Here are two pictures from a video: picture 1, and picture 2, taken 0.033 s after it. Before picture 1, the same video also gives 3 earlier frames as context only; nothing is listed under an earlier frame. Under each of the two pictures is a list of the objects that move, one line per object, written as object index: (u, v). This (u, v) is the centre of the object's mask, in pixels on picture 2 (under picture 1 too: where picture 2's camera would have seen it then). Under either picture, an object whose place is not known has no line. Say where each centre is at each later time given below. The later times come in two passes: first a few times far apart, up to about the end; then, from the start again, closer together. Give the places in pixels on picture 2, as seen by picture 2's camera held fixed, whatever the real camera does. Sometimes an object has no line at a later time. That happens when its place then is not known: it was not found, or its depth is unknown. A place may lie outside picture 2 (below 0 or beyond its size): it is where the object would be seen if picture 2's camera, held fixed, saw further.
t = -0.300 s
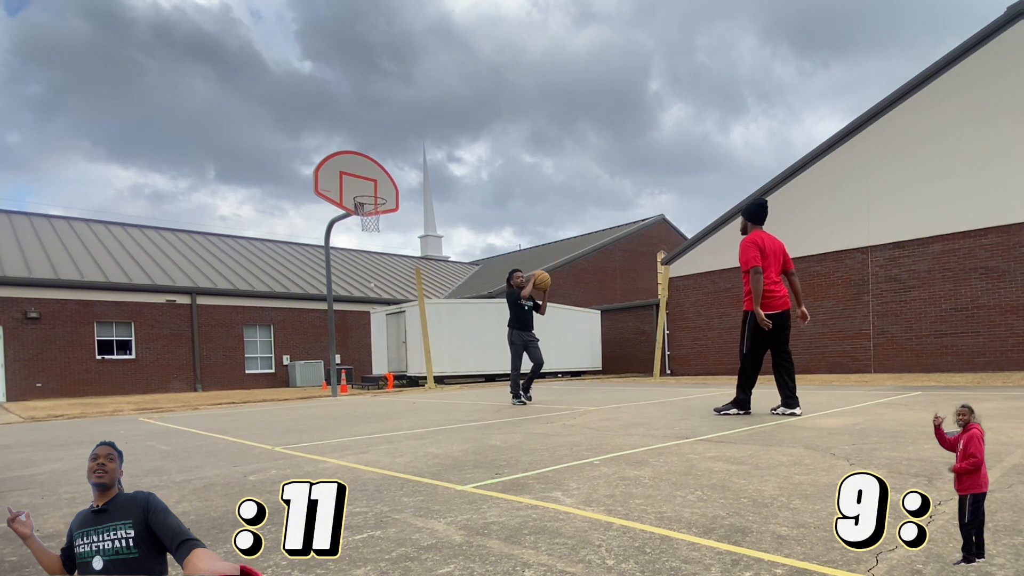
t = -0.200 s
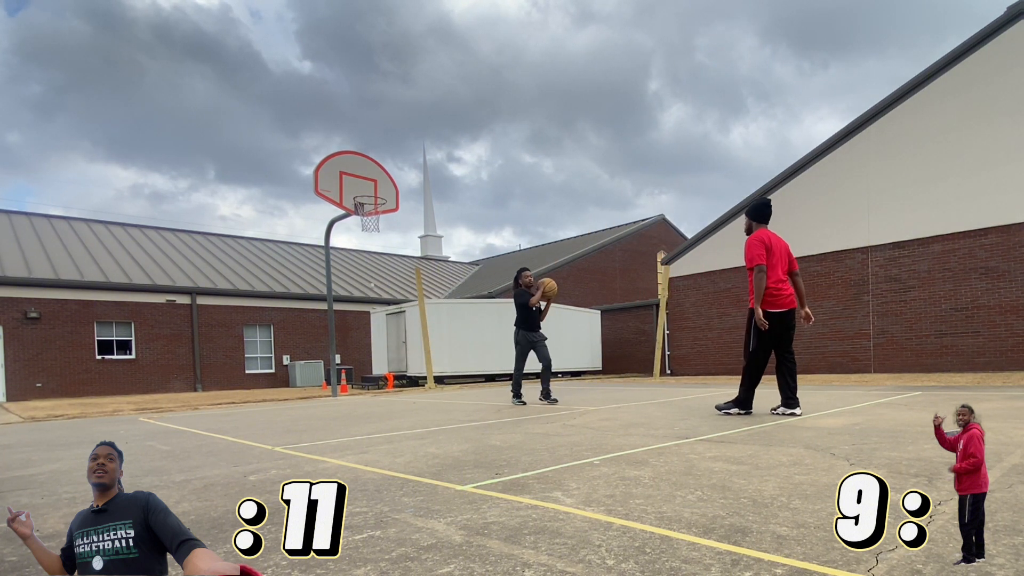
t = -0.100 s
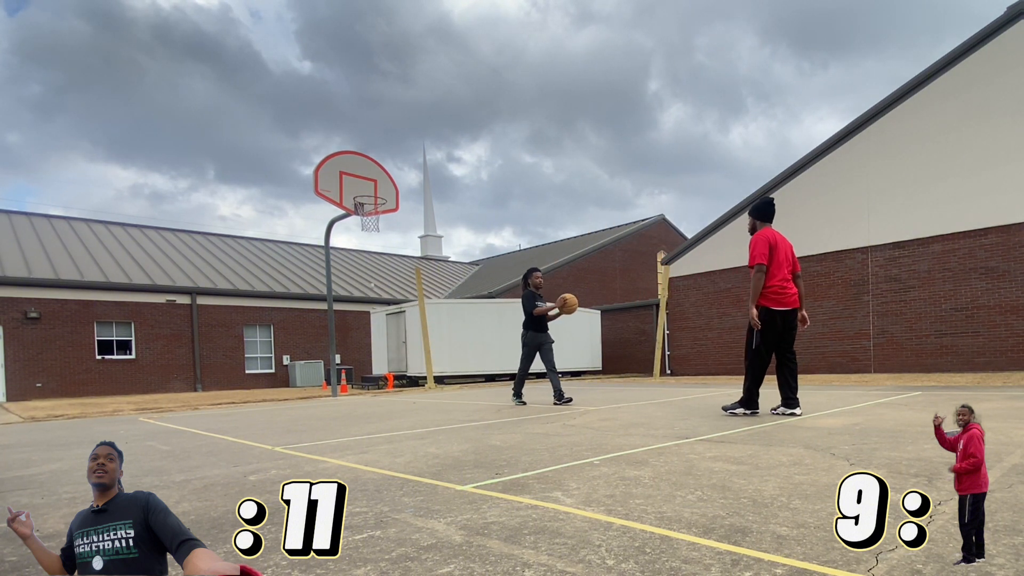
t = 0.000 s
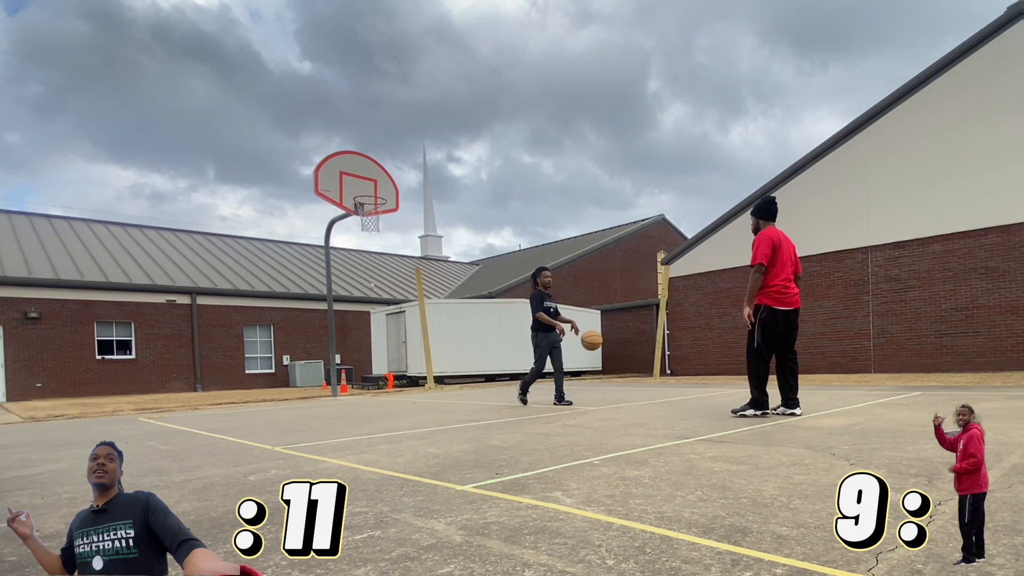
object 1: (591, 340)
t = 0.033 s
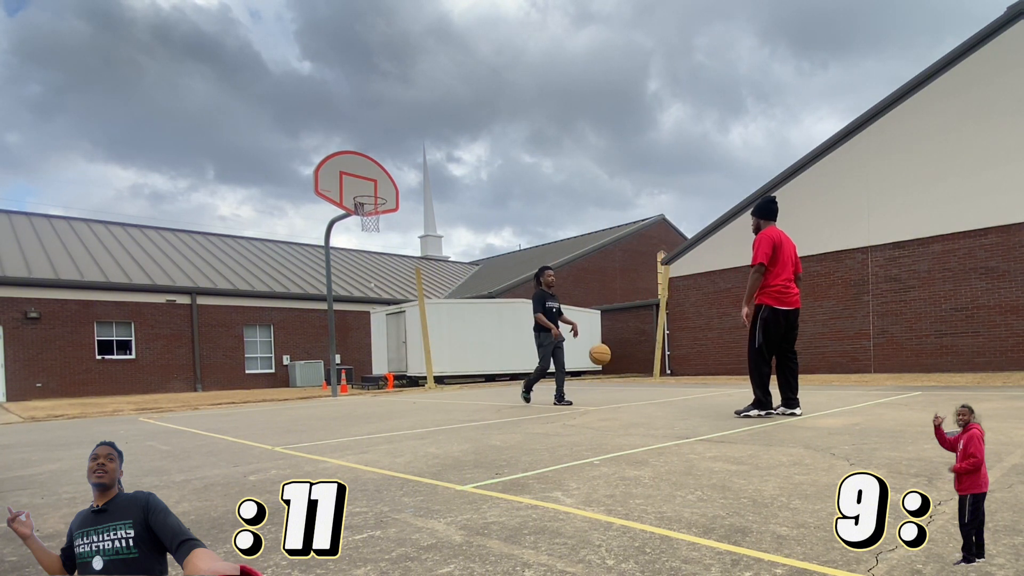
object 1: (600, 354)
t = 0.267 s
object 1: (645, 340)
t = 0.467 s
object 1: (683, 292)
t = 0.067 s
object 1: (608, 370)
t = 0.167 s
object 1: (629, 376)
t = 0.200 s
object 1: (634, 363)
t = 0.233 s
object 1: (640, 351)
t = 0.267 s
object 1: (645, 340)
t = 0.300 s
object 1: (651, 329)
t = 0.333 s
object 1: (657, 320)
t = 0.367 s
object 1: (664, 311)
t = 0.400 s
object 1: (670, 304)
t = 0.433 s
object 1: (677, 298)
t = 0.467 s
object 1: (683, 292)
